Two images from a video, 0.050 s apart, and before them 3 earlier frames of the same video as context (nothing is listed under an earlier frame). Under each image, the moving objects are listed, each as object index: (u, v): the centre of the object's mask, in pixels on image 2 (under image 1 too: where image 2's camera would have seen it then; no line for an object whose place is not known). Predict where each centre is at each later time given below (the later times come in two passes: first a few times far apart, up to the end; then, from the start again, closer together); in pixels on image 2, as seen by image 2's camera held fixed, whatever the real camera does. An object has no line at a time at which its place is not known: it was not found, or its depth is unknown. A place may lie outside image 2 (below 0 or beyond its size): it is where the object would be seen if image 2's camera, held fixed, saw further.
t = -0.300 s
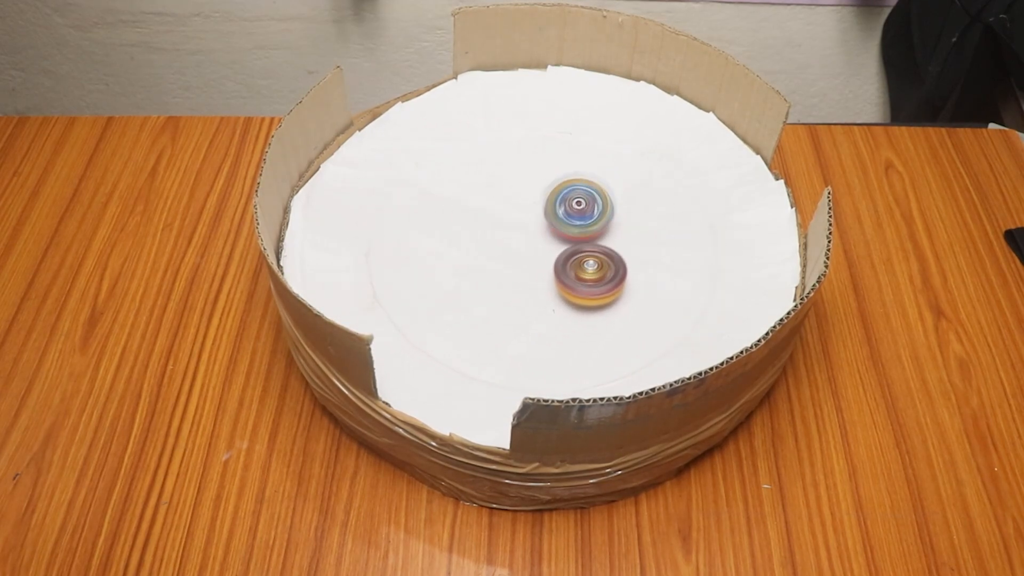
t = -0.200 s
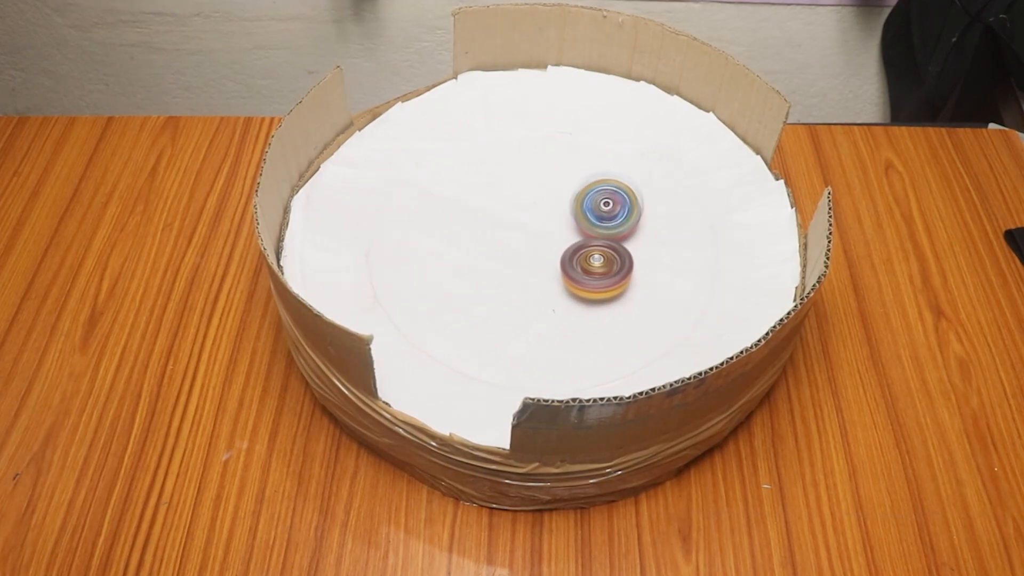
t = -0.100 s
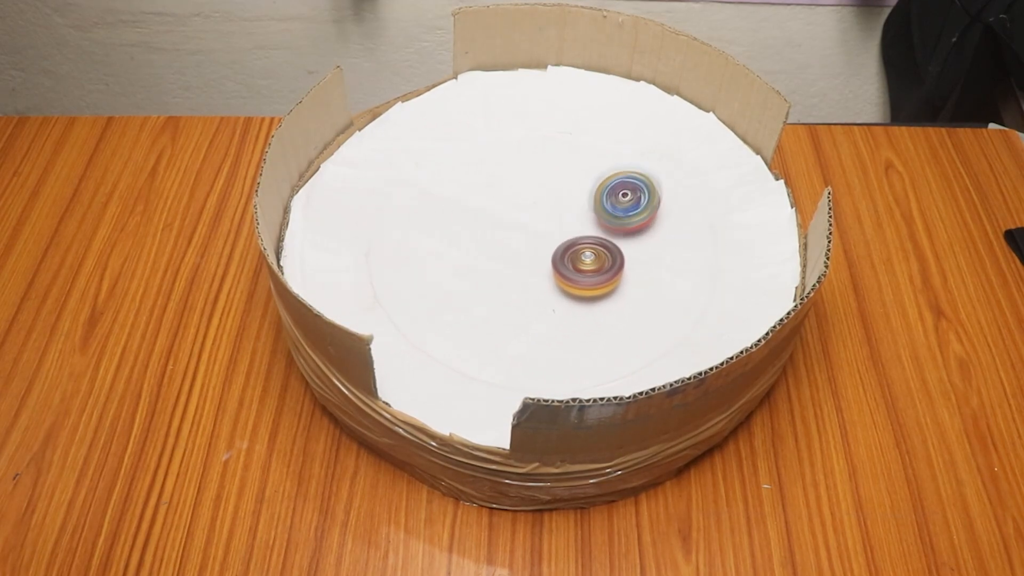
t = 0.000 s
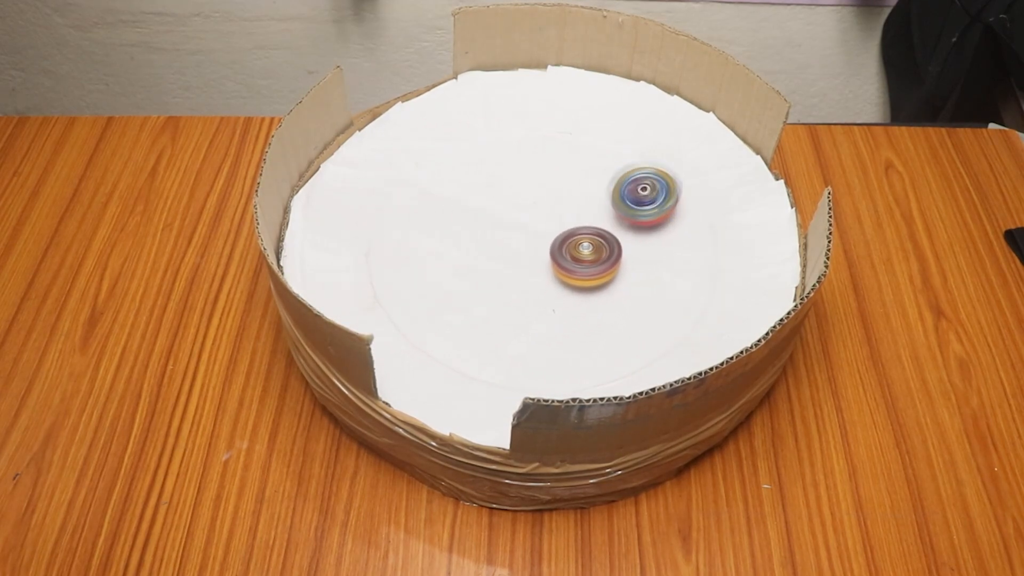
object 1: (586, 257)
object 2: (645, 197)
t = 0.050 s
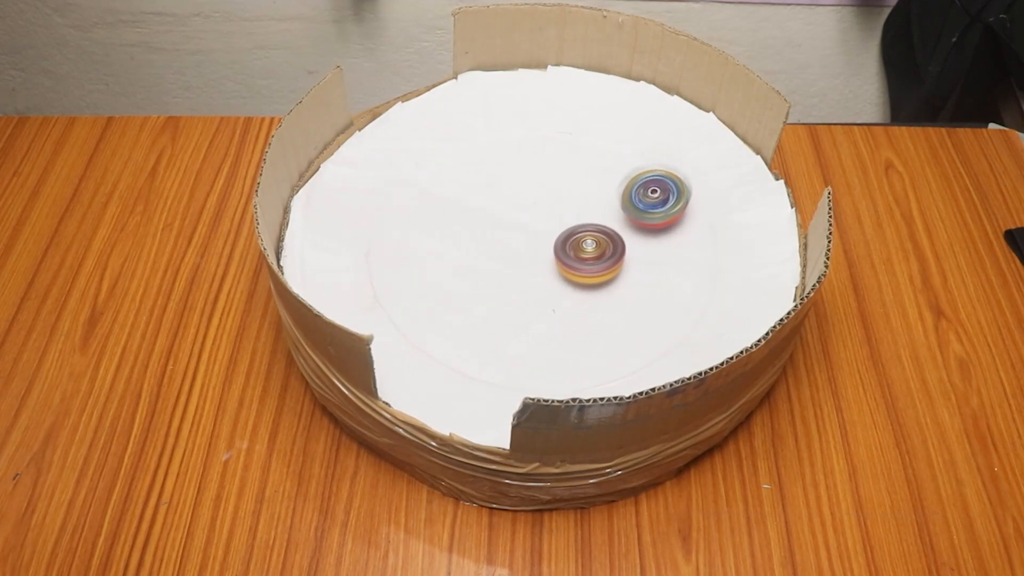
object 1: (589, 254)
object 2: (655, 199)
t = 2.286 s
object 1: (484, 193)
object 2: (518, 272)
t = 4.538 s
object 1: (571, 223)
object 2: (649, 324)
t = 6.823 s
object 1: (570, 178)
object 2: (583, 264)
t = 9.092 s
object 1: (544, 187)
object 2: (617, 214)
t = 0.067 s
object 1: (591, 253)
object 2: (658, 199)
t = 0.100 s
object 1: (594, 251)
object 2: (663, 203)
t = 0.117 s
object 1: (597, 249)
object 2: (665, 204)
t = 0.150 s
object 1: (600, 248)
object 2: (671, 207)
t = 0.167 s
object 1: (602, 248)
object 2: (672, 209)
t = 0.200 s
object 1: (603, 249)
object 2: (677, 212)
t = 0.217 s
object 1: (603, 250)
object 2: (679, 214)
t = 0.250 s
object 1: (599, 255)
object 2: (682, 219)
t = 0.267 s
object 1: (596, 257)
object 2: (682, 221)
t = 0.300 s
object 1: (590, 259)
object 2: (683, 226)
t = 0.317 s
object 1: (588, 260)
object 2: (684, 227)
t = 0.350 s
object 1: (585, 258)
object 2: (683, 232)
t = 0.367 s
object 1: (584, 257)
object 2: (681, 234)
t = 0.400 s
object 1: (583, 254)
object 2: (676, 239)
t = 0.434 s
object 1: (582, 253)
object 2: (672, 244)
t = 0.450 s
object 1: (582, 253)
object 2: (670, 246)
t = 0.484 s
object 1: (582, 253)
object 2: (668, 252)
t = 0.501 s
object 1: (582, 253)
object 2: (666, 255)
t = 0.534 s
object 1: (581, 255)
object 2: (659, 260)
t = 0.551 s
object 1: (579, 255)
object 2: (658, 263)
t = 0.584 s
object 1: (567, 251)
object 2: (662, 267)
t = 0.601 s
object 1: (563, 249)
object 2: (663, 269)
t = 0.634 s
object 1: (556, 244)
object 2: (667, 274)
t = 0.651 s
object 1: (554, 242)
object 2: (668, 278)
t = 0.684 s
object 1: (549, 236)
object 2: (669, 282)
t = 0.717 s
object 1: (545, 230)
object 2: (672, 287)
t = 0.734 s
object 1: (544, 226)
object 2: (674, 289)
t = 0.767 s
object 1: (541, 217)
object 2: (675, 293)
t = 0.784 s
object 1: (540, 212)
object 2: (676, 295)
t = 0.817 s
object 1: (539, 203)
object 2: (676, 297)
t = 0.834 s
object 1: (540, 199)
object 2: (674, 298)
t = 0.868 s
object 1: (543, 193)
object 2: (670, 300)
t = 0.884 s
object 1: (545, 190)
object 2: (668, 302)
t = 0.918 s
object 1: (550, 184)
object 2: (663, 305)
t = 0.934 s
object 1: (553, 181)
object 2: (661, 306)
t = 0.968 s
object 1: (558, 176)
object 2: (656, 308)
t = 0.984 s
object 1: (561, 173)
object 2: (654, 309)
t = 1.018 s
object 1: (568, 168)
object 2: (653, 310)
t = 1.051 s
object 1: (577, 163)
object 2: (648, 313)
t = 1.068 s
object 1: (582, 162)
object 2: (646, 312)
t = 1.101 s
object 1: (591, 162)
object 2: (639, 312)
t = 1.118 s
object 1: (595, 162)
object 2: (635, 312)
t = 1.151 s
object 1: (603, 164)
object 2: (629, 311)
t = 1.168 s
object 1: (606, 165)
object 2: (625, 312)
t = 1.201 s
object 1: (612, 167)
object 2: (623, 312)
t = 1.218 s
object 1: (615, 168)
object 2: (620, 312)
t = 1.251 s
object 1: (621, 171)
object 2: (617, 311)
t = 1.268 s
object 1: (623, 173)
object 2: (614, 310)
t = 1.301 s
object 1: (627, 180)
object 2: (610, 309)
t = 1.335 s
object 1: (625, 187)
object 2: (606, 305)
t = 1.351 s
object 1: (623, 192)
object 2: (602, 302)
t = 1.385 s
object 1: (615, 201)
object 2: (597, 299)
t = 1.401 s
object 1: (611, 205)
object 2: (594, 296)
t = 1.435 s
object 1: (602, 212)
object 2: (587, 291)
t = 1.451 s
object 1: (597, 215)
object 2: (584, 289)
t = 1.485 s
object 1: (591, 218)
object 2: (578, 282)
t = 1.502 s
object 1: (588, 220)
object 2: (576, 280)
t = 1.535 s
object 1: (584, 221)
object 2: (569, 277)
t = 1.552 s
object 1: (583, 220)
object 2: (565, 275)
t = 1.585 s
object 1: (577, 218)
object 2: (559, 270)
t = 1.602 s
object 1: (574, 216)
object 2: (557, 275)
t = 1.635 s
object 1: (566, 213)
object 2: (555, 284)
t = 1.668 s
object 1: (561, 212)
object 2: (553, 291)
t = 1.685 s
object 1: (559, 212)
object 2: (552, 293)
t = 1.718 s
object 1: (555, 211)
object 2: (547, 297)
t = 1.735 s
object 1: (553, 211)
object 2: (545, 299)
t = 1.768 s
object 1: (551, 211)
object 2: (538, 301)
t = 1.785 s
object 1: (551, 211)
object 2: (535, 303)
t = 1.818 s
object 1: (552, 211)
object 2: (529, 305)
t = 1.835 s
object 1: (552, 212)
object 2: (526, 307)
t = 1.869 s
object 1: (550, 213)
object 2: (525, 309)
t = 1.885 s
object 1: (548, 213)
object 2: (524, 310)
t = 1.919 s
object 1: (543, 214)
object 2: (522, 312)
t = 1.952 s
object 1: (537, 213)
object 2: (519, 312)
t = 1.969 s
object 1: (534, 212)
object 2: (518, 311)
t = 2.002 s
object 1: (526, 210)
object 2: (517, 309)
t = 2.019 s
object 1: (522, 208)
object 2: (517, 308)
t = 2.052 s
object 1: (516, 204)
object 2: (518, 306)
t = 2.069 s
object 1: (513, 203)
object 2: (520, 305)
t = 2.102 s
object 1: (507, 202)
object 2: (522, 301)
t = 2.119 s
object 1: (505, 201)
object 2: (523, 299)
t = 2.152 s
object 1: (501, 201)
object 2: (522, 293)
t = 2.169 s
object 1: (499, 200)
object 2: (521, 291)
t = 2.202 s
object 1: (494, 199)
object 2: (521, 285)
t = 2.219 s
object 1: (492, 198)
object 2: (521, 282)
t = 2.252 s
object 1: (488, 195)
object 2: (521, 277)
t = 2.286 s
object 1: (484, 193)
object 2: (518, 272)
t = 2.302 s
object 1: (483, 191)
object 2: (516, 269)
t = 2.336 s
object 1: (482, 190)
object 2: (517, 265)
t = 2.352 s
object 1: (482, 190)
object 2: (517, 261)
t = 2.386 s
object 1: (484, 191)
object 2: (517, 256)
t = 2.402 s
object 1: (484, 191)
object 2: (517, 254)
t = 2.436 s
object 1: (485, 192)
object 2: (515, 249)
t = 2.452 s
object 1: (485, 192)
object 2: (514, 245)
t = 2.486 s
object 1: (484, 191)
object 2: (516, 241)
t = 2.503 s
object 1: (483, 191)
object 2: (517, 238)
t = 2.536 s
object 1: (481, 191)
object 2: (522, 234)
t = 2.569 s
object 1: (478, 190)
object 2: (528, 231)
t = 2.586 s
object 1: (477, 190)
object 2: (530, 229)
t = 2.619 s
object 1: (475, 190)
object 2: (533, 225)
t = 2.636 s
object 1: (474, 191)
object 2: (534, 223)
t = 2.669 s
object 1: (470, 193)
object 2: (541, 219)
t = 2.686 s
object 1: (468, 192)
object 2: (544, 218)
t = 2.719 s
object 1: (464, 191)
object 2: (552, 218)
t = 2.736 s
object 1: (463, 191)
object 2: (555, 216)
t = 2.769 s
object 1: (460, 190)
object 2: (559, 213)
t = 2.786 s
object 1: (459, 190)
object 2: (561, 210)
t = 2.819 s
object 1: (458, 189)
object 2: (563, 205)
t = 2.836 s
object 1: (459, 188)
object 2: (565, 203)
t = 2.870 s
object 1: (460, 187)
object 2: (569, 199)
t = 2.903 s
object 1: (462, 186)
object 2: (572, 196)
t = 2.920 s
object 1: (463, 186)
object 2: (574, 195)
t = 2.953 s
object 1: (467, 187)
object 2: (577, 192)
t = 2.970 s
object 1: (468, 187)
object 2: (580, 191)
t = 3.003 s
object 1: (474, 187)
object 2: (584, 187)
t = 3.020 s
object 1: (478, 188)
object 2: (585, 186)
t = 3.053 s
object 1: (484, 191)
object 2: (589, 185)
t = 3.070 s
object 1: (487, 193)
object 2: (591, 184)
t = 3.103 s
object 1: (491, 195)
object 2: (593, 182)
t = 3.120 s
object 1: (492, 196)
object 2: (594, 181)
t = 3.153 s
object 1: (494, 197)
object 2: (596, 175)
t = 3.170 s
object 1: (495, 198)
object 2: (596, 175)
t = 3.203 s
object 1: (497, 199)
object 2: (595, 171)
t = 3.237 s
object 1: (500, 200)
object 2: (593, 170)
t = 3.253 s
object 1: (501, 201)
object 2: (591, 171)
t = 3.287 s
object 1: (501, 202)
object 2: (589, 175)
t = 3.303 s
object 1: (501, 202)
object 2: (589, 175)
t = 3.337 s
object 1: (501, 202)
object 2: (588, 179)
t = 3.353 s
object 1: (501, 202)
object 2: (587, 182)
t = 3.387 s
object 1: (502, 202)
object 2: (589, 186)
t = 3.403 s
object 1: (503, 202)
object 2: (590, 188)
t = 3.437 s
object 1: (504, 201)
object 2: (592, 190)
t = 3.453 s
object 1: (505, 201)
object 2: (593, 192)
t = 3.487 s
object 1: (507, 202)
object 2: (596, 194)
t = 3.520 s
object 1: (511, 204)
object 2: (598, 197)
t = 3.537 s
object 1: (513, 205)
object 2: (599, 197)
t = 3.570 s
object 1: (516, 206)
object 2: (601, 204)
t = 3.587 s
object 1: (518, 206)
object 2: (600, 207)
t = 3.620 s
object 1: (520, 207)
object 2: (599, 211)
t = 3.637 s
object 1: (520, 208)
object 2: (600, 213)
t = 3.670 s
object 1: (519, 210)
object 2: (600, 215)
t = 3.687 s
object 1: (517, 210)
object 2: (599, 215)
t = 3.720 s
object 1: (514, 209)
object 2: (599, 219)
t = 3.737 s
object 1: (513, 208)
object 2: (599, 221)
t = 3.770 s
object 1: (511, 205)
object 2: (600, 224)
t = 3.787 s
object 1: (511, 204)
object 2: (601, 225)
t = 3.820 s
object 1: (514, 202)
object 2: (600, 228)
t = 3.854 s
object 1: (520, 201)
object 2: (601, 231)
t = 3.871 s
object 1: (524, 201)
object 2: (602, 232)
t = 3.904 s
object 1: (532, 203)
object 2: (600, 235)
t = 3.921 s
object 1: (537, 205)
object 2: (600, 237)
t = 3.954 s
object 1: (542, 205)
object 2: (604, 242)
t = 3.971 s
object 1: (541, 204)
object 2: (612, 247)
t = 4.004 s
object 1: (539, 207)
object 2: (623, 254)
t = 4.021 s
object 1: (539, 207)
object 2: (628, 258)
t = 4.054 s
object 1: (539, 210)
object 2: (634, 266)
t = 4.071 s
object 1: (541, 210)
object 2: (637, 268)
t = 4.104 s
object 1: (544, 211)
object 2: (641, 272)
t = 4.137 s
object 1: (549, 211)
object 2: (645, 279)
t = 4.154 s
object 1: (550, 211)
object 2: (647, 280)
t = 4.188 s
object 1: (553, 211)
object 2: (651, 284)
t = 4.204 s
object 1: (554, 211)
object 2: (653, 285)
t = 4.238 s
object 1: (555, 211)
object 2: (656, 292)
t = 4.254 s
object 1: (556, 211)
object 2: (657, 294)
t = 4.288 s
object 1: (557, 212)
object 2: (656, 299)
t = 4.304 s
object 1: (558, 212)
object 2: (656, 302)
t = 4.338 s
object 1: (561, 213)
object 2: (657, 307)
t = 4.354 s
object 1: (563, 213)
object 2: (657, 309)
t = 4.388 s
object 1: (568, 215)
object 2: (654, 313)
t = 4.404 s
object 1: (569, 216)
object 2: (654, 314)
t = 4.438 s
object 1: (572, 218)
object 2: (655, 317)
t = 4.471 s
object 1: (573, 220)
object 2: (655, 323)
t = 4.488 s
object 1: (573, 221)
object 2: (653, 322)
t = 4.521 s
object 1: (572, 223)
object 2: (650, 324)
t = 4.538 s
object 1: (571, 223)
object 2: (649, 324)
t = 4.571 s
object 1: (567, 223)
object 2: (645, 326)
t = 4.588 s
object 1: (565, 222)
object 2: (641, 326)
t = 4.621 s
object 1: (561, 221)
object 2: (635, 325)
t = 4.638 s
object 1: (558, 221)
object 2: (630, 326)
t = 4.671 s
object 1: (554, 220)
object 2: (624, 326)
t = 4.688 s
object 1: (552, 219)
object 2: (621, 325)
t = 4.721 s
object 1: (551, 217)
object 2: (613, 323)
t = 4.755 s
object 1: (551, 215)
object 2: (607, 320)
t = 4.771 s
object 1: (551, 215)
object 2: (603, 320)
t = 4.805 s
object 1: (551, 214)
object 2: (594, 318)
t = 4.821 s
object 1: (551, 214)
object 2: (590, 316)
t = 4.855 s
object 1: (552, 214)
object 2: (585, 311)
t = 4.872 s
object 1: (552, 214)
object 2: (582, 311)
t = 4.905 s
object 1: (552, 214)
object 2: (576, 305)
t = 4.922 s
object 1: (552, 215)
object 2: (573, 302)
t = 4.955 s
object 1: (552, 215)
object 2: (569, 298)
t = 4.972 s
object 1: (552, 215)
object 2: (566, 297)
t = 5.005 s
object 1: (552, 215)
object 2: (560, 294)
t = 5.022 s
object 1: (551, 215)
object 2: (557, 292)
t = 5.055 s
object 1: (551, 215)
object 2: (553, 286)
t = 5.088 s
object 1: (550, 215)
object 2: (550, 280)
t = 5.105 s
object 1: (550, 215)
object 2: (549, 276)
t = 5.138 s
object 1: (551, 214)
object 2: (548, 271)
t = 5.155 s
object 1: (551, 214)
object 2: (547, 269)
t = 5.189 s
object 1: (551, 210)
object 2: (544, 267)
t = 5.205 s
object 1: (550, 207)
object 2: (546, 269)
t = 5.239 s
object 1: (551, 202)
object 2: (545, 274)
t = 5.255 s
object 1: (552, 200)
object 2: (546, 274)
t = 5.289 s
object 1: (556, 196)
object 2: (549, 272)
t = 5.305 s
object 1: (558, 194)
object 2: (549, 270)
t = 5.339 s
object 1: (561, 191)
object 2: (550, 266)
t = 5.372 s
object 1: (565, 187)
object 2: (548, 263)
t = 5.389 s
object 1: (566, 186)
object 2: (548, 260)
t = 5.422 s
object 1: (569, 183)
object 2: (547, 256)
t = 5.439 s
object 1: (571, 182)
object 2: (548, 254)
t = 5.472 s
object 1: (572, 181)
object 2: (551, 251)
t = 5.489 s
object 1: (573, 182)
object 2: (552, 249)
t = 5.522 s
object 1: (573, 182)
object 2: (555, 246)
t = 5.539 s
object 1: (574, 183)
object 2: (557, 244)
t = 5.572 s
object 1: (576, 183)
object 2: (558, 240)
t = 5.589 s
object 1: (578, 183)
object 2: (558, 238)
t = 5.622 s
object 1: (581, 183)
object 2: (558, 234)
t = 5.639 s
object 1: (583, 183)
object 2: (558, 233)
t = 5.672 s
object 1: (588, 181)
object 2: (558, 232)
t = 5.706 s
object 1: (592, 179)
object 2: (557, 232)
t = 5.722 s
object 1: (594, 179)
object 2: (557, 231)
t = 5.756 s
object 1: (597, 179)
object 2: (557, 228)
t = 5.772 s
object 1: (597, 179)
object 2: (558, 227)
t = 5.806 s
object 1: (598, 179)
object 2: (557, 226)
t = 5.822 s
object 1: (598, 179)
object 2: (557, 227)
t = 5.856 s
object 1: (598, 181)
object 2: (556, 228)
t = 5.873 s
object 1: (598, 183)
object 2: (555, 226)
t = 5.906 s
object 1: (597, 186)
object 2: (554, 226)
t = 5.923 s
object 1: (597, 187)
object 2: (553, 229)
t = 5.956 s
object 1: (596, 189)
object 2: (549, 232)
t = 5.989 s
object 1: (594, 191)
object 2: (548, 236)
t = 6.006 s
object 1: (592, 192)
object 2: (547, 237)
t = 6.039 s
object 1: (589, 194)
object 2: (547, 240)
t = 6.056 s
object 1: (587, 195)
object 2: (548, 243)
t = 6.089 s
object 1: (582, 195)
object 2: (549, 246)
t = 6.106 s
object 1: (580, 195)
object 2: (550, 246)
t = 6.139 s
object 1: (578, 194)
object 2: (554, 248)
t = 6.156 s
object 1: (577, 194)
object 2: (556, 249)
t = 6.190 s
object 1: (575, 195)
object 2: (560, 251)
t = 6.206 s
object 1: (573, 195)
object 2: (562, 251)
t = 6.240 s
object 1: (570, 196)
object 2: (566, 251)
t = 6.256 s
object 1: (569, 195)
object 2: (569, 251)
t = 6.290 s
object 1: (567, 194)
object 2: (574, 250)
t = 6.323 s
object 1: (566, 194)
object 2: (579, 250)
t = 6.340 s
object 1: (567, 193)
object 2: (580, 248)
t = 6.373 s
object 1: (567, 191)
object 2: (580, 245)
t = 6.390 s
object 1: (566, 190)
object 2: (580, 243)
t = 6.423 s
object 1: (565, 186)
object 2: (584, 247)
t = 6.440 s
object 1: (565, 184)
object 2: (585, 250)
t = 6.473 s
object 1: (565, 180)
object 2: (588, 254)
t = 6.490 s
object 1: (565, 179)
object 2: (589, 256)
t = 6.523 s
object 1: (567, 176)
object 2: (593, 259)
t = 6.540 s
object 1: (569, 175)
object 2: (593, 261)
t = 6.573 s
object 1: (573, 174)
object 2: (596, 263)
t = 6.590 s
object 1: (574, 174)
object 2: (597, 264)
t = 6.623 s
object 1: (573, 175)
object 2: (598, 263)
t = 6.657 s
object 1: (569, 178)
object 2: (596, 261)
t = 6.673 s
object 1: (568, 178)
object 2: (594, 260)
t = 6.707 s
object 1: (568, 179)
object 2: (590, 258)
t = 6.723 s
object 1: (569, 179)
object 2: (587, 258)
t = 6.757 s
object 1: (570, 179)
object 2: (585, 260)
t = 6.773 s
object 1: (570, 179)
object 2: (584, 261)
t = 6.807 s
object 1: (570, 178)
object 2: (583, 263)
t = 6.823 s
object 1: (570, 178)
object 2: (583, 264)
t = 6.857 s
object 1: (571, 177)
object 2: (583, 267)
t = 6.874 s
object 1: (571, 178)
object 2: (583, 268)
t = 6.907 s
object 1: (570, 180)
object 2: (580, 271)
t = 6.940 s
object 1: (568, 181)
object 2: (577, 273)
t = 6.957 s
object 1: (567, 181)
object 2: (576, 275)
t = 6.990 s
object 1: (565, 182)
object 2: (576, 279)
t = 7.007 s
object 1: (564, 182)
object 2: (575, 280)
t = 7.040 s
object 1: (564, 183)
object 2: (572, 284)
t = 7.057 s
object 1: (564, 183)
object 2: (570, 287)
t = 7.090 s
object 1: (565, 183)
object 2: (571, 290)
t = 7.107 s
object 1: (565, 183)
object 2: (571, 292)
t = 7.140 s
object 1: (564, 184)
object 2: (572, 296)
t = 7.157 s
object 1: (564, 184)
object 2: (572, 298)
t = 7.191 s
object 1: (566, 185)
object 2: (575, 299)
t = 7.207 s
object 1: (567, 186)
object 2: (576, 299)
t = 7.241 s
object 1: (568, 187)
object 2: (578, 296)
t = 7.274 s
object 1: (570, 188)
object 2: (582, 290)
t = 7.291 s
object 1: (570, 189)
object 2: (582, 289)
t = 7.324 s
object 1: (572, 191)
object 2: (585, 284)
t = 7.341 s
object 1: (572, 192)
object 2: (584, 283)
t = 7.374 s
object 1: (573, 194)
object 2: (581, 280)
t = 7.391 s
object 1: (574, 196)
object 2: (580, 279)
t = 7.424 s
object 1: (575, 199)
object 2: (581, 278)
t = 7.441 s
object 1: (576, 202)
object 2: (583, 277)
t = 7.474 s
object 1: (577, 206)
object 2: (585, 275)
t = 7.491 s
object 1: (577, 208)
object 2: (586, 274)
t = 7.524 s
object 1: (578, 211)
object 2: (587, 269)
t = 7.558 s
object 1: (576, 213)
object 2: (590, 266)
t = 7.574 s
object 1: (576, 213)
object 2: (592, 266)
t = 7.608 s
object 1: (574, 215)
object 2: (597, 266)
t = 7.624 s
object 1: (574, 216)
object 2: (599, 265)
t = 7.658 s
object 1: (572, 217)
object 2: (603, 267)
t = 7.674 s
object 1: (571, 217)
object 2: (607, 269)
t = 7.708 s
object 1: (570, 218)
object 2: (612, 273)
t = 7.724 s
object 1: (569, 218)
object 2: (614, 275)
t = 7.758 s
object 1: (568, 219)
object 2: (619, 279)
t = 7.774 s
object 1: (567, 220)
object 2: (620, 280)
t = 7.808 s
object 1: (564, 220)
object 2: (624, 283)
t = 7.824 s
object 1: (562, 220)
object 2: (626, 285)
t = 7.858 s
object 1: (558, 220)
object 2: (629, 289)
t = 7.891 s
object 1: (554, 221)
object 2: (627, 294)
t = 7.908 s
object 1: (552, 220)
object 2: (627, 295)
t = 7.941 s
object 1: (550, 218)
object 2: (629, 297)
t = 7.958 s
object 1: (549, 217)
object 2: (630, 298)
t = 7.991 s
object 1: (547, 216)
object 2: (630, 302)
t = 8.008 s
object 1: (545, 215)
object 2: (630, 303)
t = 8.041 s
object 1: (544, 214)
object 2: (629, 307)
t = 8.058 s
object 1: (544, 213)
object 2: (628, 308)
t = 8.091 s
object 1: (543, 212)
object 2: (625, 311)
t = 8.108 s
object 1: (544, 211)
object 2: (624, 313)
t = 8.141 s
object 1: (546, 211)
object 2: (625, 315)
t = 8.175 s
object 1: (549, 212)
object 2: (625, 315)
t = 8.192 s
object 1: (549, 213)
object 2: (625, 315)
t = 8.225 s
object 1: (550, 214)
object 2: (624, 314)
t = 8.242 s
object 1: (551, 214)
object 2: (624, 313)
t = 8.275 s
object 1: (552, 215)
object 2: (623, 310)
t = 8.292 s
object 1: (552, 215)
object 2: (622, 309)
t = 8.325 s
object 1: (551, 216)
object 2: (618, 305)
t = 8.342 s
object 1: (550, 216)
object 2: (617, 304)
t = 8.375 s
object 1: (548, 216)
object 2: (613, 300)
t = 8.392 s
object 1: (548, 216)
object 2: (612, 298)
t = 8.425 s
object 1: (546, 215)
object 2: (609, 294)
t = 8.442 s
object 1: (545, 215)
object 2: (606, 293)
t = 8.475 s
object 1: (545, 214)
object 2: (602, 288)
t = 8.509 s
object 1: (546, 214)
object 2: (599, 283)
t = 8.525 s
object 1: (546, 214)
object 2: (598, 280)
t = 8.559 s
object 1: (548, 215)
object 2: (596, 275)
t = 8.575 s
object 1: (548, 215)
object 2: (595, 273)
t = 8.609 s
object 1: (547, 215)
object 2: (594, 268)
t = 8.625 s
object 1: (546, 215)
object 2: (593, 266)
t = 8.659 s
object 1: (545, 214)
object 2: (593, 261)
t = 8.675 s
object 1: (545, 213)
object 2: (593, 260)
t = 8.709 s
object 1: (544, 213)
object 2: (591, 256)
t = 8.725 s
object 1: (544, 212)
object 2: (590, 253)
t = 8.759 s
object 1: (540, 209)
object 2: (596, 254)
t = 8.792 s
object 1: (535, 203)
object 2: (601, 253)
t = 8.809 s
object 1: (533, 202)
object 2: (603, 252)
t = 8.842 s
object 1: (534, 200)
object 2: (605, 249)
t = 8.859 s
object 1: (534, 198)
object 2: (606, 247)
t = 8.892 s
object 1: (536, 196)
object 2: (610, 242)
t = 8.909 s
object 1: (536, 195)
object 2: (612, 240)
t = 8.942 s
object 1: (537, 194)
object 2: (615, 236)
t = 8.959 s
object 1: (538, 193)
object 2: (617, 233)
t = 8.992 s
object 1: (540, 192)
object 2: (617, 229)
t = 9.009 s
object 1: (541, 191)
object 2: (617, 226)
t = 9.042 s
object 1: (542, 190)
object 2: (617, 222)
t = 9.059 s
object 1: (542, 189)
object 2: (617, 219)
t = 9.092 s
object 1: (544, 187)
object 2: (617, 214)
